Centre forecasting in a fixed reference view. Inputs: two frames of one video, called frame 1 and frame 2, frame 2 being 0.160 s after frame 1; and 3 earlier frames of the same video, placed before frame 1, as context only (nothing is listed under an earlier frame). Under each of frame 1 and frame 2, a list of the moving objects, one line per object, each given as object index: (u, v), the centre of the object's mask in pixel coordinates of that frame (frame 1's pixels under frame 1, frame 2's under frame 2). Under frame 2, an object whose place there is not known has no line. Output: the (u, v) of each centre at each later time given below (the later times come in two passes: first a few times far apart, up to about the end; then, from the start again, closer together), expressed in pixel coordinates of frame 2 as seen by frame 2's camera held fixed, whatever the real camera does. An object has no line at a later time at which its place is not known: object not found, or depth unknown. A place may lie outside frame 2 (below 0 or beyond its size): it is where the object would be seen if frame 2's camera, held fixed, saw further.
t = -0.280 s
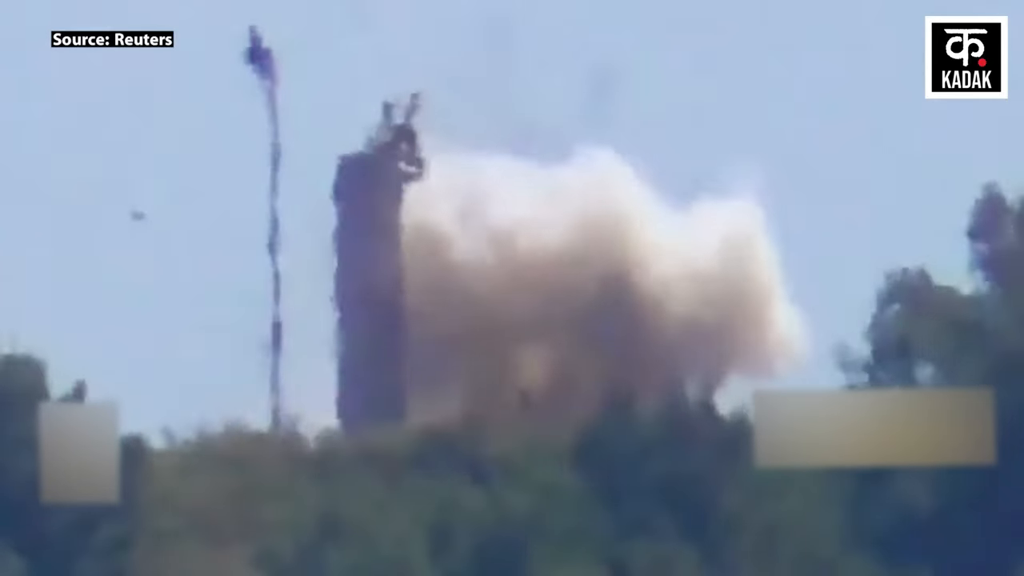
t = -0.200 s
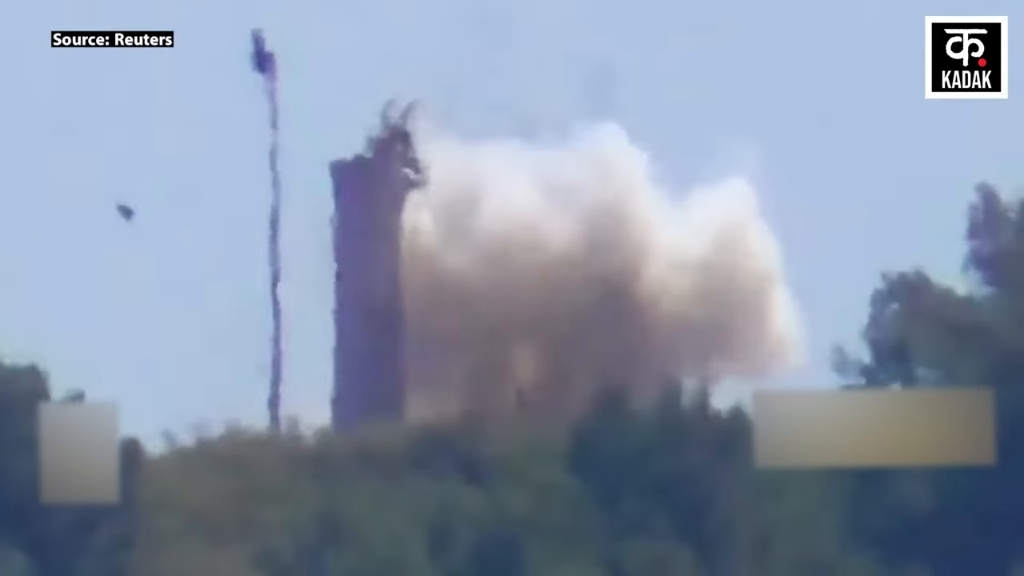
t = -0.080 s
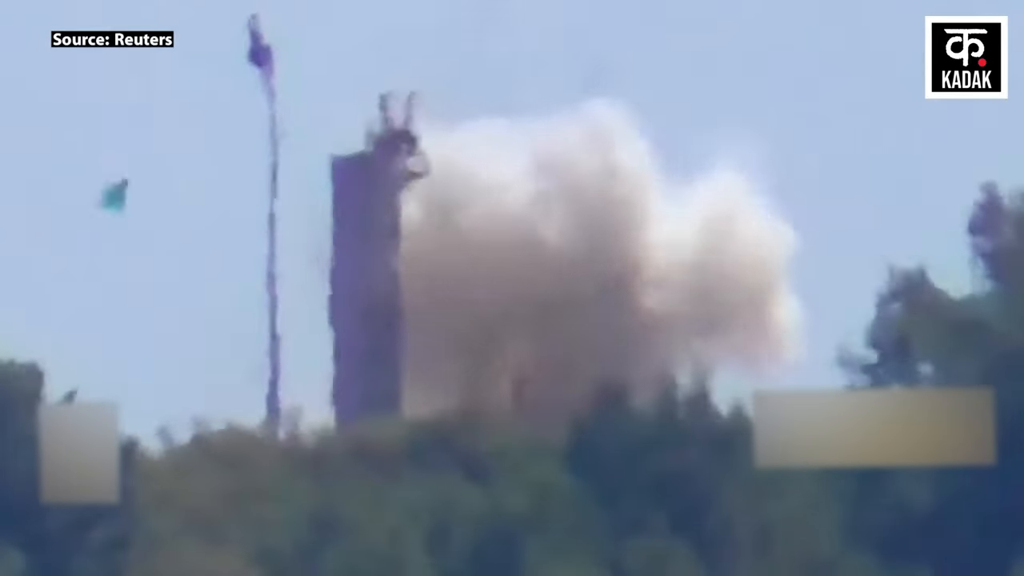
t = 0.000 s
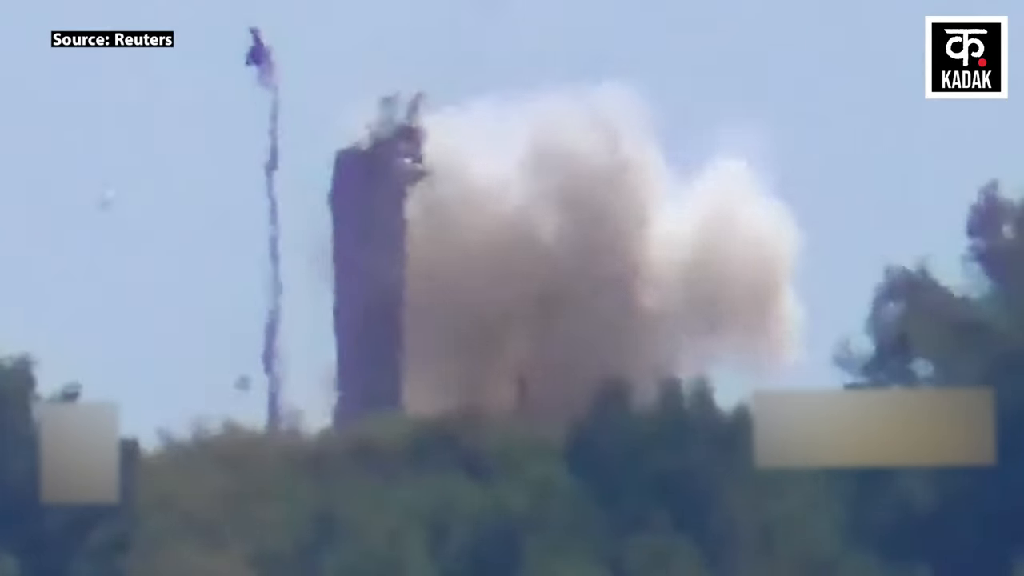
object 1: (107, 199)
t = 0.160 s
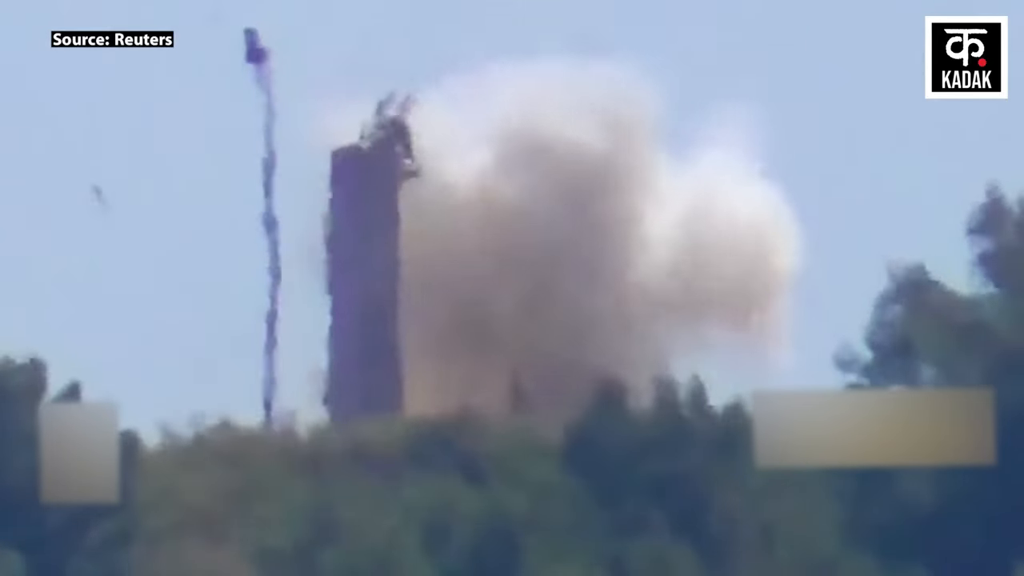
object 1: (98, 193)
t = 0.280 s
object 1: (100, 207)
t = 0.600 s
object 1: (94, 238)
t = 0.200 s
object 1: (97, 203)
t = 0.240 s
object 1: (98, 212)
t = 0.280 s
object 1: (100, 207)
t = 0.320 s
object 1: (100, 203)
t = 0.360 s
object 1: (94, 212)
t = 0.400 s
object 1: (99, 209)
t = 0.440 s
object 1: (98, 215)
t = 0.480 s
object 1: (94, 223)
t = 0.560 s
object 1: (97, 231)
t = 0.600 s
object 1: (94, 238)
